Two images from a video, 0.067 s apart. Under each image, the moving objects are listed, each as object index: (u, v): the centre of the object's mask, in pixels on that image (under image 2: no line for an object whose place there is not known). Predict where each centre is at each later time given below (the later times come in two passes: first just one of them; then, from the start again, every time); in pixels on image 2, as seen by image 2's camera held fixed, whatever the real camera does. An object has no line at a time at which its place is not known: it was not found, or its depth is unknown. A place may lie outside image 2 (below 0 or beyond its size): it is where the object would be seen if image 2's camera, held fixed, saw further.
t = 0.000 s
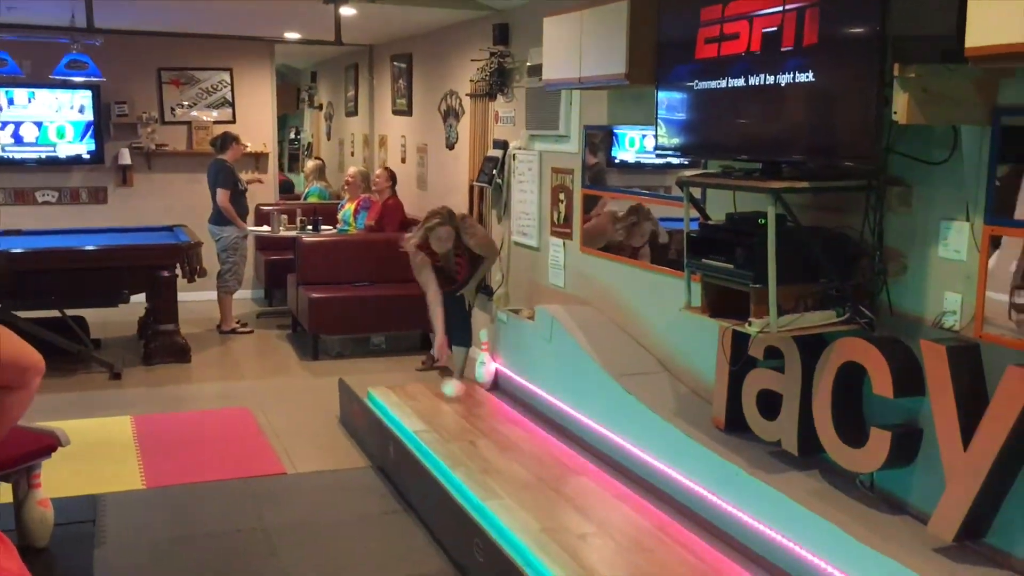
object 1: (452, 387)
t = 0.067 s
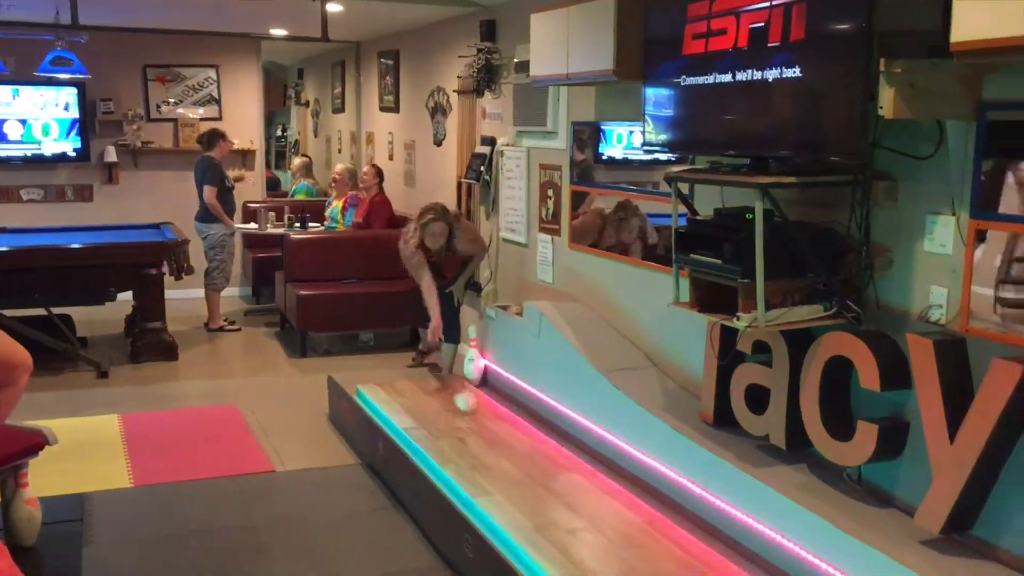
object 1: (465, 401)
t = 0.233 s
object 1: (540, 448)
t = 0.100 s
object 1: (478, 409)
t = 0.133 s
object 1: (492, 418)
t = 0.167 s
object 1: (507, 428)
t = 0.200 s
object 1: (524, 437)
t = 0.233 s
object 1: (540, 448)
